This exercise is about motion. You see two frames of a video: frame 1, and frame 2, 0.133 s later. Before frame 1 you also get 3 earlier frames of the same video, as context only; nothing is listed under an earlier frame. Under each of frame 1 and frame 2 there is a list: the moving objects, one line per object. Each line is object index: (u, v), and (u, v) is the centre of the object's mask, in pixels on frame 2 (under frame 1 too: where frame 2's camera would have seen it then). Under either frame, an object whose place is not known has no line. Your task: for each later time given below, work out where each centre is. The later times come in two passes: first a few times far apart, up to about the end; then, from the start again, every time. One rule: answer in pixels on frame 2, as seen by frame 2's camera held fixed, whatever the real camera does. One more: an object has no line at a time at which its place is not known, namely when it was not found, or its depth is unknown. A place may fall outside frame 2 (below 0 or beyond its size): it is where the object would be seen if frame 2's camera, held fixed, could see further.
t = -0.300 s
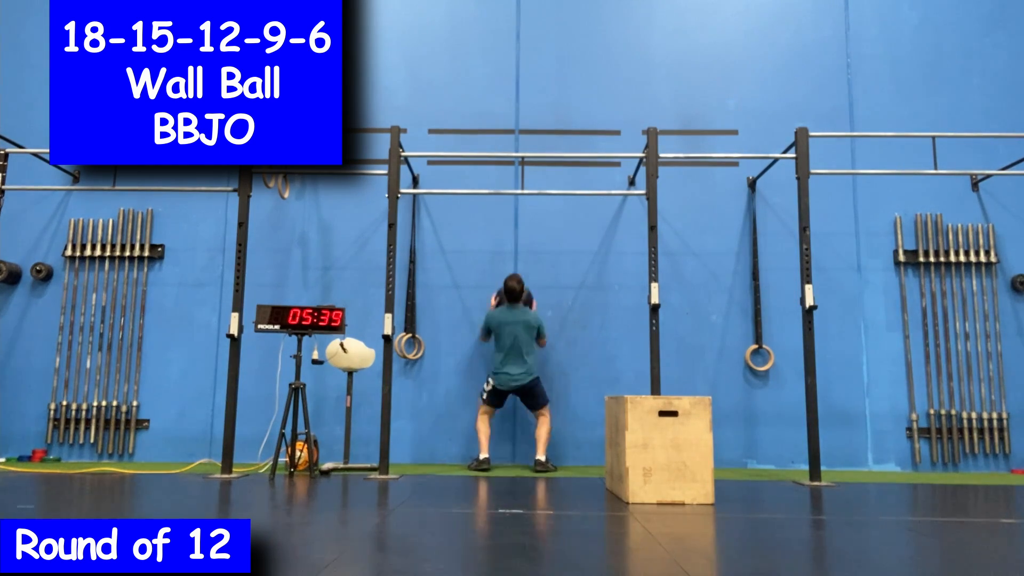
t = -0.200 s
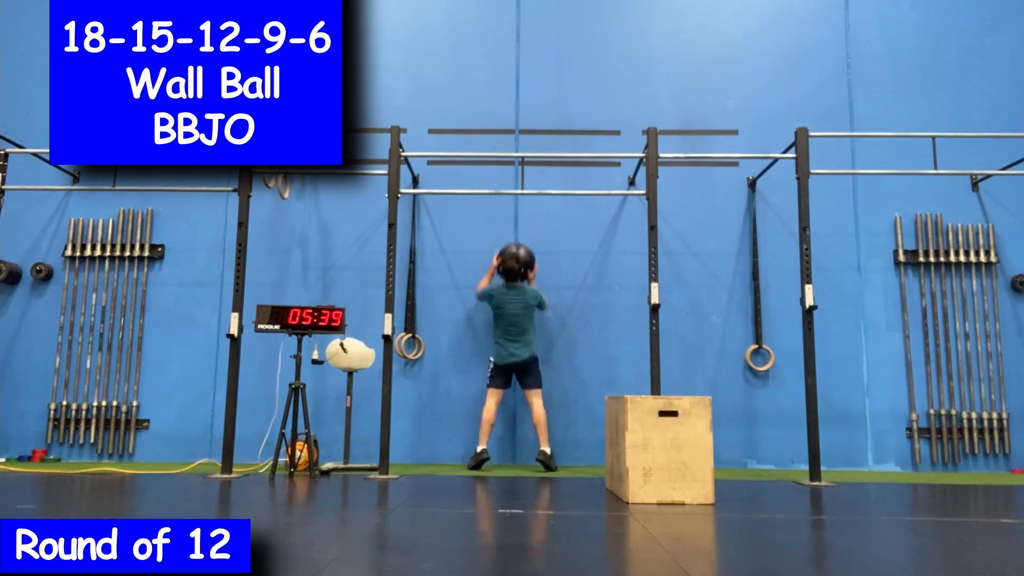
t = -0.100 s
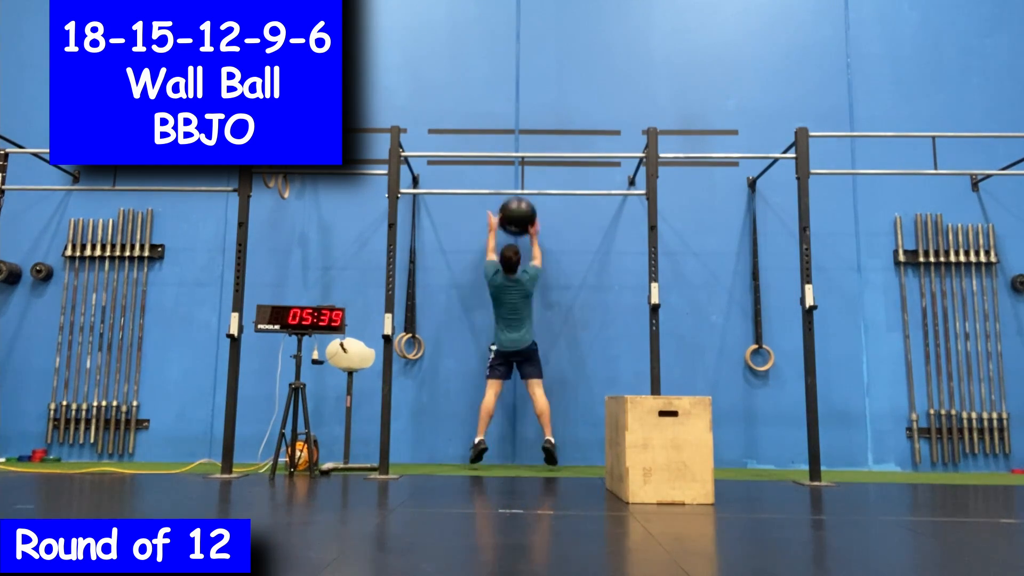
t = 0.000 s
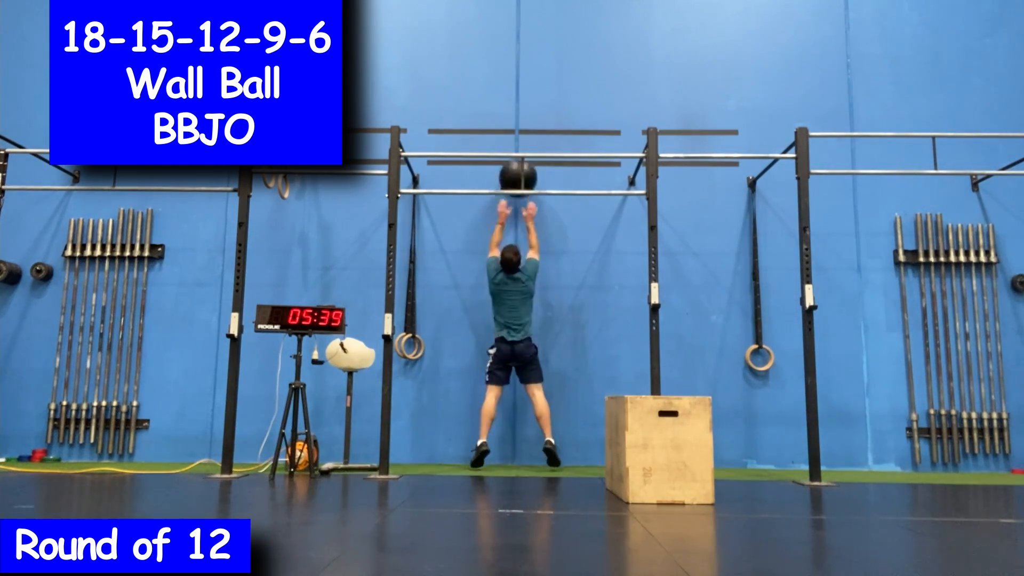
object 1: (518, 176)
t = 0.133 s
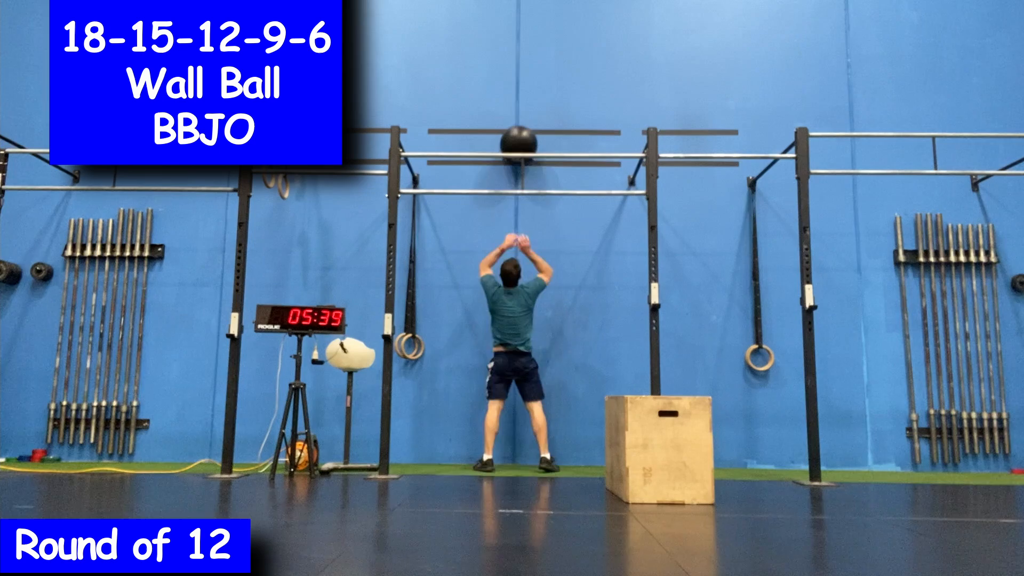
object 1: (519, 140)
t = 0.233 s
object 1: (519, 133)
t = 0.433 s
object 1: (519, 136)
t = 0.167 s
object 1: (519, 137)
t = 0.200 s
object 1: (519, 135)
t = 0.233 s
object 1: (519, 133)
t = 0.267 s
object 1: (519, 132)
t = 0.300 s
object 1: (519, 131)
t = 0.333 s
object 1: (519, 131)
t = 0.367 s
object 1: (519, 132)
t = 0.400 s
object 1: (519, 134)
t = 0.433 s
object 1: (519, 136)
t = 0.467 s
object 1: (519, 139)
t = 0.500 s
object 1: (519, 149)
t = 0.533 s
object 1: (519, 158)
